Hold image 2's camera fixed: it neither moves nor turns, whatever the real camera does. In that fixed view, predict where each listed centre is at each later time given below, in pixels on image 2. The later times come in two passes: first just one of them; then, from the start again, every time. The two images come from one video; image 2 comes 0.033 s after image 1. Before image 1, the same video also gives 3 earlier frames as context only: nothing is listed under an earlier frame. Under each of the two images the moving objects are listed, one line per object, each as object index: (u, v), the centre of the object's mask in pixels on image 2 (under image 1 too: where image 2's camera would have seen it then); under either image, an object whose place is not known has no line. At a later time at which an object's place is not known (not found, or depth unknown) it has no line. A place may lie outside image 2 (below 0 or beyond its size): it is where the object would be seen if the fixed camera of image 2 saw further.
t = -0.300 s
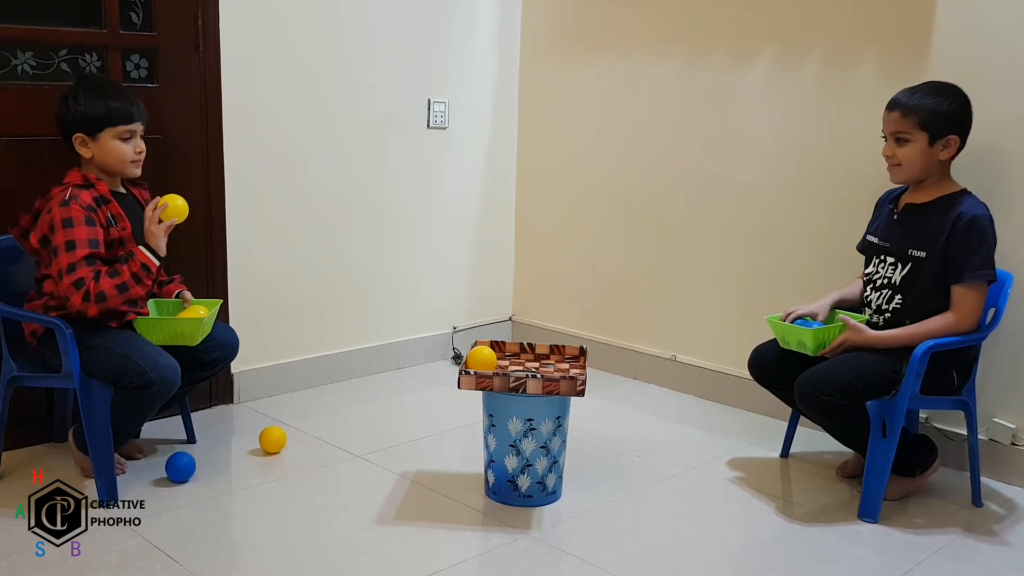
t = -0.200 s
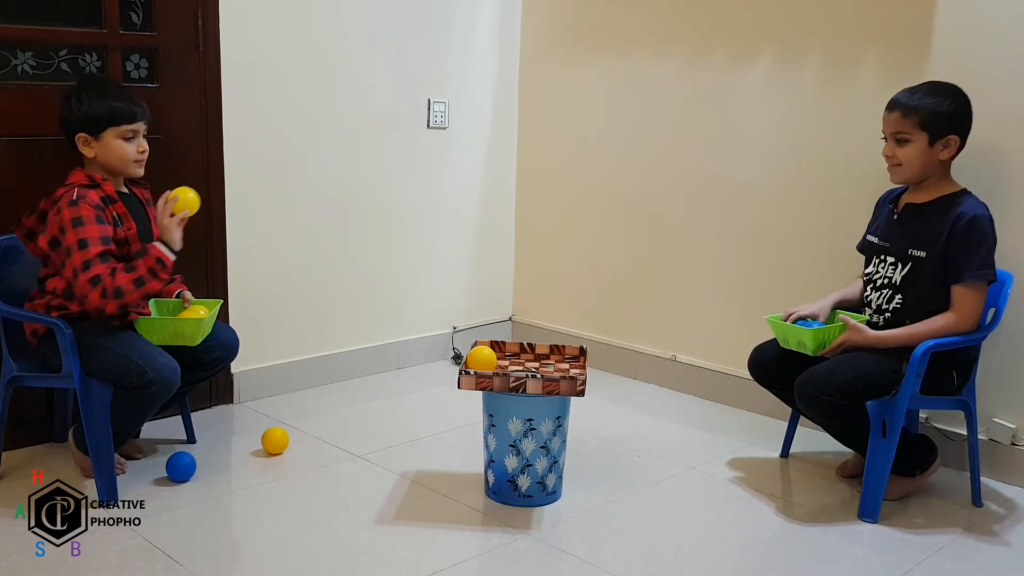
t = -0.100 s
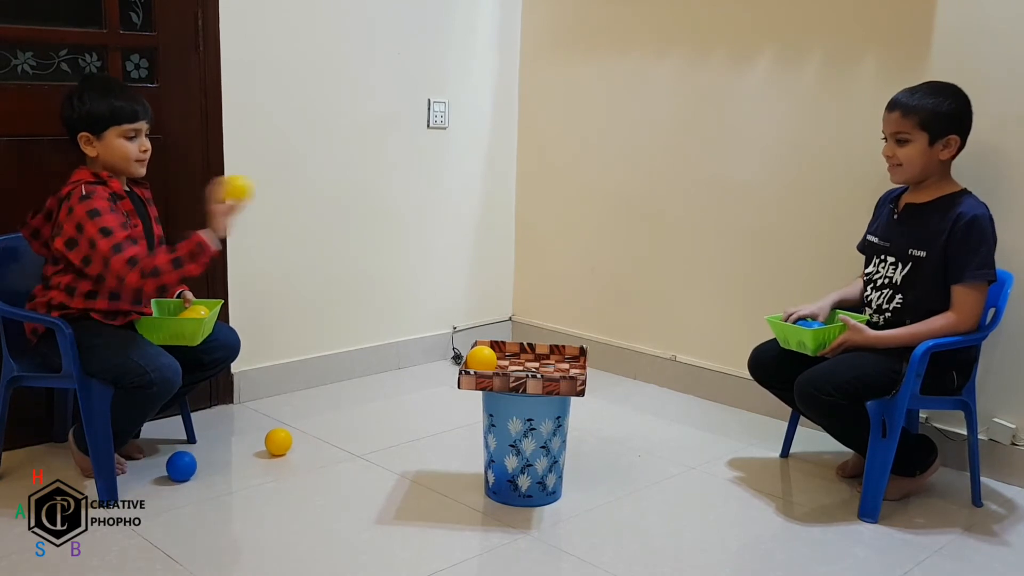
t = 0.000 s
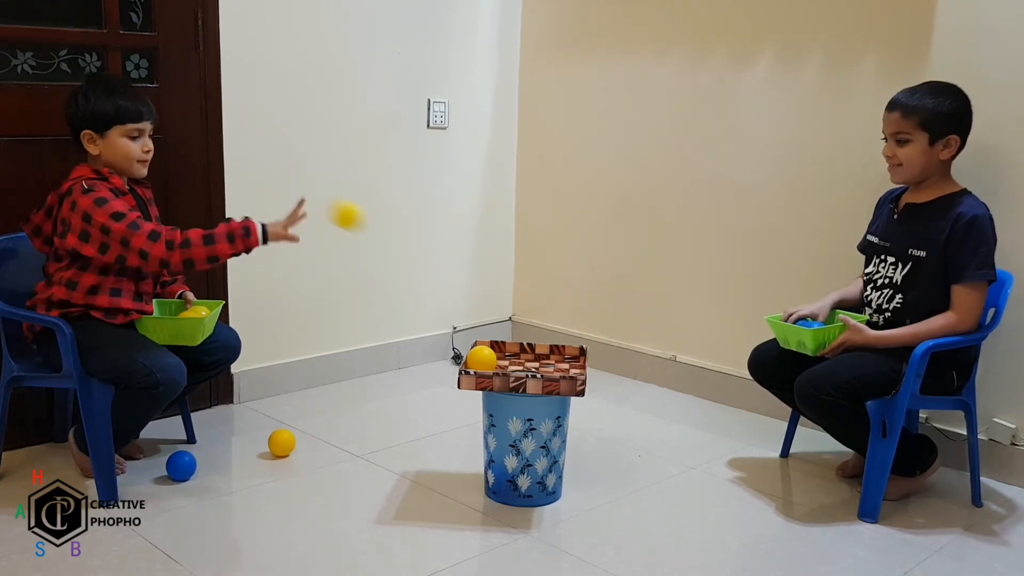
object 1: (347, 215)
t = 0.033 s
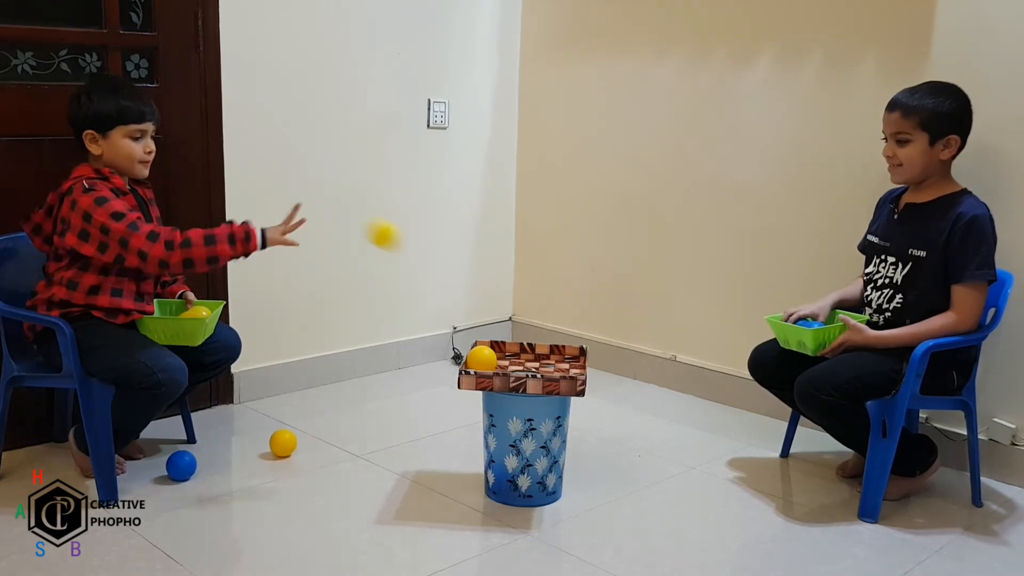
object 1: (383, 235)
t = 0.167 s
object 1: (518, 352)
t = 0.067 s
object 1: (418, 258)
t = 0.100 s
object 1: (453, 287)
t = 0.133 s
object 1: (486, 318)
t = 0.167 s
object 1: (518, 352)
